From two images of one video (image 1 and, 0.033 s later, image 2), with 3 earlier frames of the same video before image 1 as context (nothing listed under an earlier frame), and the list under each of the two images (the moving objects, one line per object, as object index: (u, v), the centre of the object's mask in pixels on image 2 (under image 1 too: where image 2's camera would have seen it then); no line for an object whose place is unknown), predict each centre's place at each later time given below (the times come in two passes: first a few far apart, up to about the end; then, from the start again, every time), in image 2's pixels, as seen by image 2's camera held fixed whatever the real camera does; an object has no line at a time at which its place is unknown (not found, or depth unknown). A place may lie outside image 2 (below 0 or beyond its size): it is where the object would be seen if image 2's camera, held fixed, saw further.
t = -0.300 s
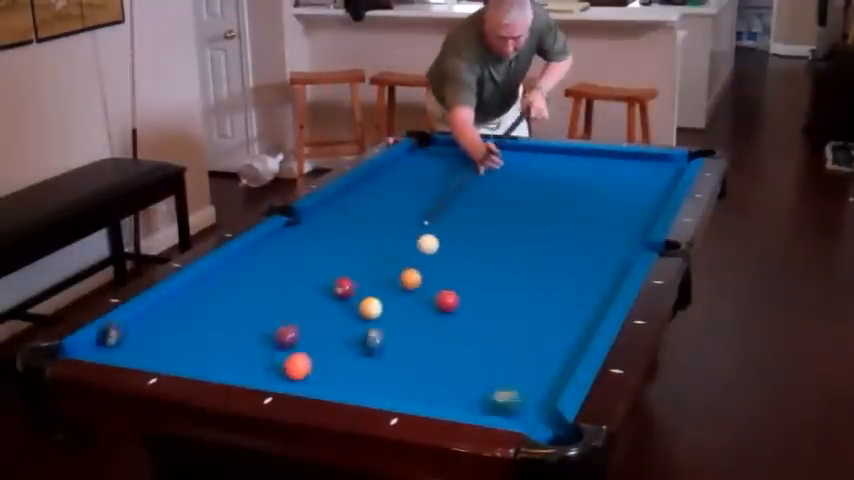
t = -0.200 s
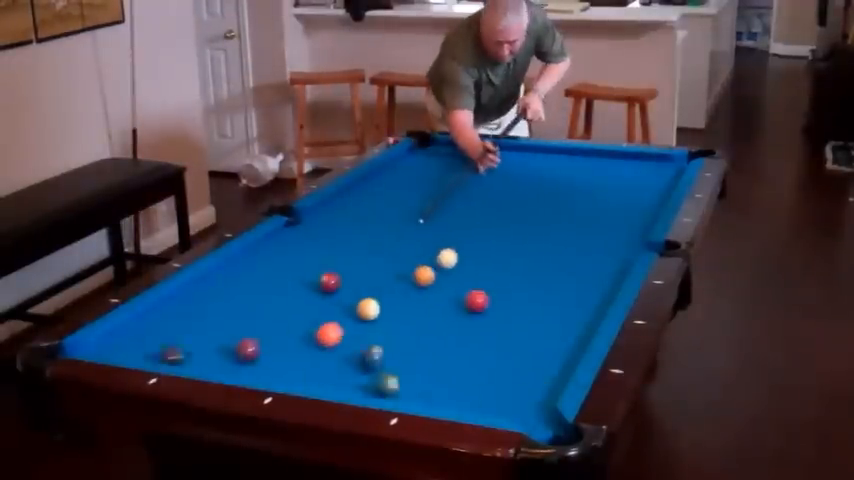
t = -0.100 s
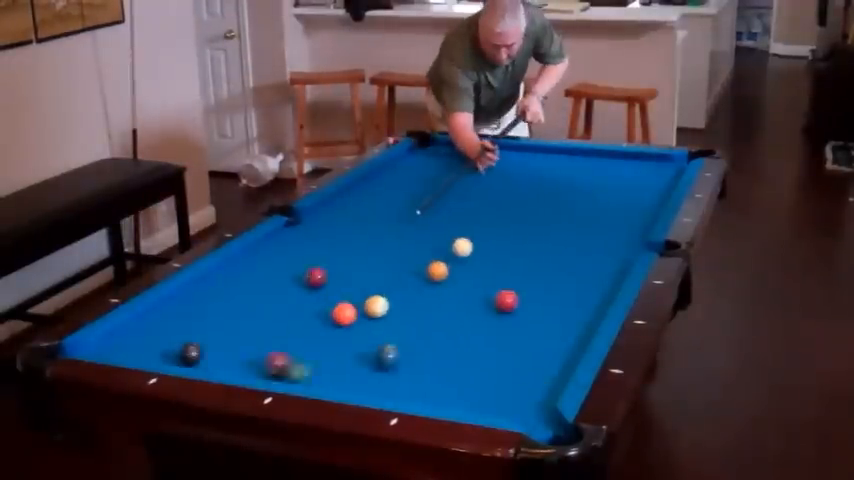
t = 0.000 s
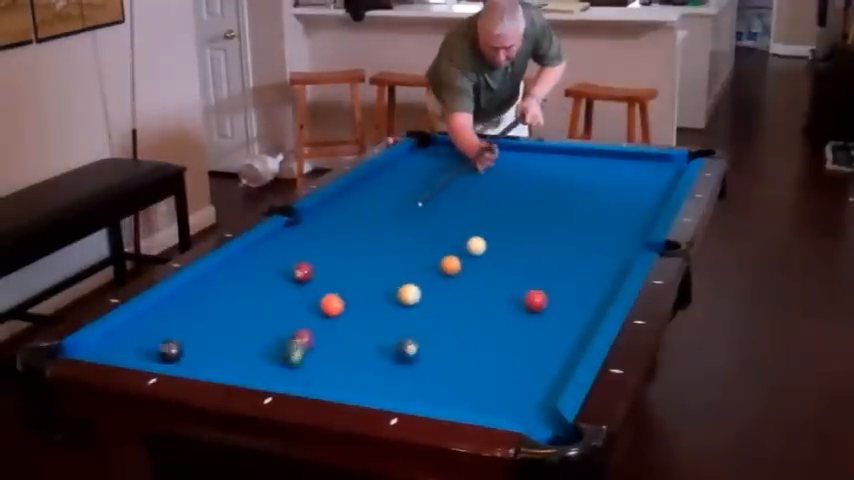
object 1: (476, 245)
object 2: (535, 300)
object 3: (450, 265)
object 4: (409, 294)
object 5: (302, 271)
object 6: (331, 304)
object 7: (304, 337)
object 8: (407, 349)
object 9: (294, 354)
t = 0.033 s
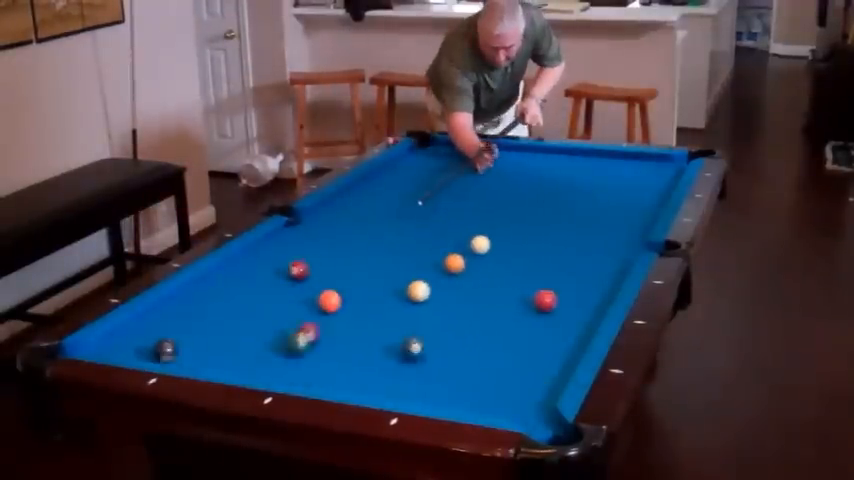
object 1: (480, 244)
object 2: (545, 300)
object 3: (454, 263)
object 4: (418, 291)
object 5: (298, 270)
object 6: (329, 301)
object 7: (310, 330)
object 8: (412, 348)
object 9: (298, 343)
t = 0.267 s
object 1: (501, 239)
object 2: (598, 298)
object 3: (481, 250)
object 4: (472, 271)
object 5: (271, 259)
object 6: (314, 278)
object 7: (345, 290)
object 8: (451, 339)
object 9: (296, 300)
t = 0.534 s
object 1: (525, 233)
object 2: (561, 286)
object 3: (508, 239)
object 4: (526, 251)
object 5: (251, 250)
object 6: (301, 254)
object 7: (372, 255)
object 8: (490, 331)
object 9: (290, 265)
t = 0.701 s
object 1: (541, 230)
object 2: (542, 280)
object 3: (517, 234)
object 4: (557, 241)
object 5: (264, 247)
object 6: (298, 237)
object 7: (388, 237)
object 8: (514, 327)
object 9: (289, 249)
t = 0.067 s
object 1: (484, 244)
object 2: (554, 300)
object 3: (458, 261)
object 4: (427, 288)
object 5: (294, 268)
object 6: (327, 297)
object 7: (315, 325)
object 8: (418, 347)
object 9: (298, 335)
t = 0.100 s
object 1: (487, 243)
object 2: (563, 300)
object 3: (462, 259)
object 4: (434, 285)
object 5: (289, 266)
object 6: (325, 294)
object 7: (321, 317)
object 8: (423, 345)
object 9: (299, 329)
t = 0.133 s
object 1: (490, 242)
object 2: (574, 300)
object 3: (466, 257)
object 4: (442, 282)
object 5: (285, 265)
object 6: (322, 290)
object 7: (325, 311)
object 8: (429, 344)
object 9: (298, 322)
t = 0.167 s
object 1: (493, 241)
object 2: (584, 300)
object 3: (470, 256)
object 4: (450, 279)
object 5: (282, 263)
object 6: (320, 287)
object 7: (331, 305)
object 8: (433, 343)
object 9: (297, 317)
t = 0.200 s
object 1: (496, 241)
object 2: (593, 300)
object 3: (474, 254)
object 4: (457, 276)
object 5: (278, 262)
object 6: (318, 284)
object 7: (336, 299)
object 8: (440, 341)
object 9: (297, 310)
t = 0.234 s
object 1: (499, 240)
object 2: (602, 299)
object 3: (477, 252)
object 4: (465, 274)
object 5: (274, 260)
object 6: (316, 281)
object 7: (340, 293)
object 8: (446, 340)
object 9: (296, 306)
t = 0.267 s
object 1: (501, 239)
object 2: (598, 298)
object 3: (481, 250)
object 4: (472, 271)
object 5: (271, 259)
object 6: (314, 278)
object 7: (345, 290)
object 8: (451, 339)
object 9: (296, 300)
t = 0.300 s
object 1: (504, 239)
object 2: (593, 297)
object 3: (485, 249)
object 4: (479, 269)
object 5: (266, 258)
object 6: (312, 275)
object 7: (348, 285)
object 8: (456, 339)
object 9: (295, 295)
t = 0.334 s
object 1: (507, 238)
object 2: (588, 295)
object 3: (489, 247)
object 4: (486, 266)
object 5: (263, 256)
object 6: (310, 272)
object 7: (352, 280)
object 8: (461, 338)
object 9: (294, 290)
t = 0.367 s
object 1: (510, 238)
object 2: (583, 294)
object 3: (492, 245)
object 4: (493, 264)
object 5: (259, 255)
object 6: (309, 269)
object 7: (355, 276)
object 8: (465, 337)
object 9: (293, 285)
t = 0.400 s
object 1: (513, 237)
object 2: (579, 292)
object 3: (496, 243)
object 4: (500, 261)
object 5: (254, 253)
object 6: (307, 266)
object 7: (358, 272)
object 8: (470, 335)
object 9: (294, 281)
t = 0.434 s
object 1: (515, 237)
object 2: (574, 291)
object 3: (499, 242)
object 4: (506, 259)
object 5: (251, 252)
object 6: (305, 263)
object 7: (362, 268)
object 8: (475, 335)
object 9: (293, 277)
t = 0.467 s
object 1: (518, 236)
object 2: (570, 289)
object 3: (502, 241)
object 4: (513, 256)
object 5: (248, 250)
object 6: (303, 260)
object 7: (366, 263)
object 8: (479, 334)
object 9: (292, 272)
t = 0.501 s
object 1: (522, 235)
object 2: (566, 288)
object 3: (506, 240)
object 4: (520, 254)
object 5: (248, 249)
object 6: (302, 257)
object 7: (369, 260)
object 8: (485, 332)
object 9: (291, 268)
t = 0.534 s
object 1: (525, 233)
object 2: (561, 286)
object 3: (508, 239)
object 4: (526, 251)
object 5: (251, 250)
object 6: (301, 254)
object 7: (372, 255)
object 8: (490, 331)
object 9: (290, 265)
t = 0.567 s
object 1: (528, 233)
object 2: (557, 285)
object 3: (510, 238)
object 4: (533, 249)
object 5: (255, 249)
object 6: (300, 251)
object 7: (375, 251)
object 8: (495, 330)
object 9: (288, 261)
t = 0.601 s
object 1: (531, 232)
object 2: (553, 283)
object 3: (511, 237)
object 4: (539, 247)
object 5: (260, 249)
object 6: (299, 247)
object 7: (378, 249)
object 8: (500, 329)
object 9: (287, 258)
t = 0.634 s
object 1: (535, 232)
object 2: (549, 282)
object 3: (513, 236)
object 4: (545, 246)
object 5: (263, 249)
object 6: (298, 244)
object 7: (382, 244)
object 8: (505, 328)
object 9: (285, 255)
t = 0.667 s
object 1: (538, 231)
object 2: (545, 281)
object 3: (515, 235)
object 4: (551, 243)
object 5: (267, 249)
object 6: (298, 241)
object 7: (385, 242)
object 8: (509, 328)
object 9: (284, 251)
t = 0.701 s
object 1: (541, 230)
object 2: (542, 280)
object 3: (517, 234)
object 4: (557, 241)
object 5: (264, 247)
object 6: (298, 237)
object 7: (388, 237)
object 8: (514, 327)
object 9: (289, 249)
